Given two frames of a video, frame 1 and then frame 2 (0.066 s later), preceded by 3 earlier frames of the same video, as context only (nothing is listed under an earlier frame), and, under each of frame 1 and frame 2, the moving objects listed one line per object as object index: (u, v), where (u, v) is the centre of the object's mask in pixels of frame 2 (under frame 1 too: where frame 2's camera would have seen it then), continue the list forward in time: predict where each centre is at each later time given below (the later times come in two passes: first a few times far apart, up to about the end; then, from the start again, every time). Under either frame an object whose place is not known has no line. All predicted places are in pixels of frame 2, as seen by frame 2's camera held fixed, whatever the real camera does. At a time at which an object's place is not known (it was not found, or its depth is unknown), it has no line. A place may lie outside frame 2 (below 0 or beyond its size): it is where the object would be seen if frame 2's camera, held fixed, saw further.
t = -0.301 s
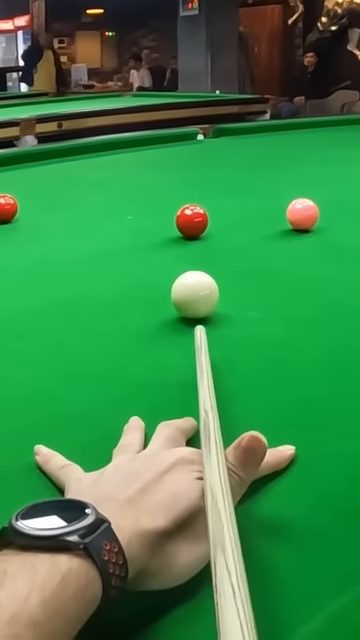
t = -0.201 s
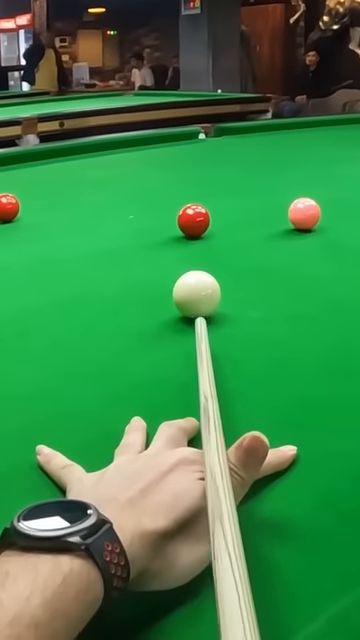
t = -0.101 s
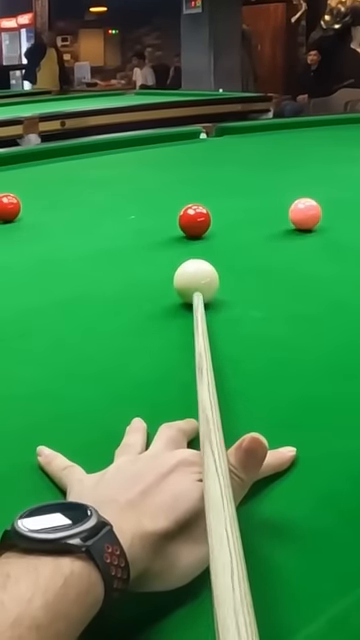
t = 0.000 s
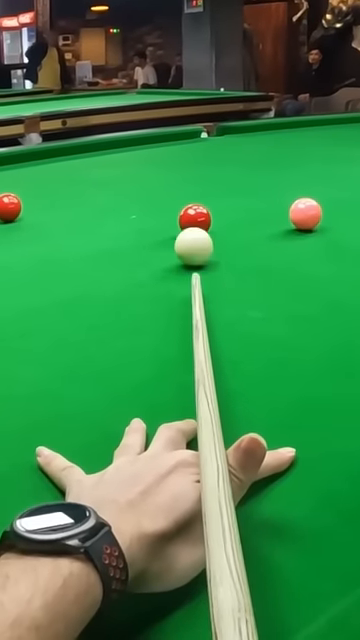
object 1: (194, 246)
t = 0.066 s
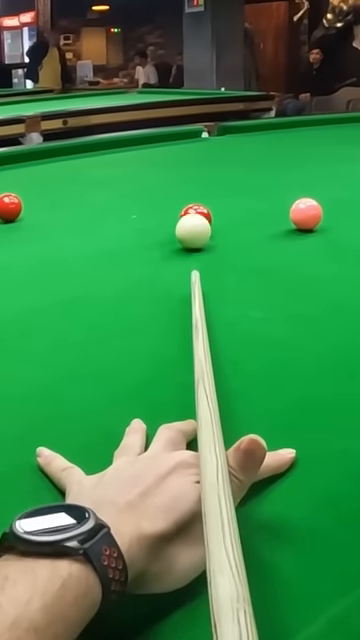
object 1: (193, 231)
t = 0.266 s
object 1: (183, 223)
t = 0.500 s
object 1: (173, 215)
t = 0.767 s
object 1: (164, 207)
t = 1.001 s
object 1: (158, 202)
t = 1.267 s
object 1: (151, 196)
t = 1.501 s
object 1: (146, 193)
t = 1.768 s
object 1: (141, 190)
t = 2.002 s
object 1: (139, 188)
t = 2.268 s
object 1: (136, 186)
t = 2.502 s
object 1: (134, 186)
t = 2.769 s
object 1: (132, 185)
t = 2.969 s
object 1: (130, 185)
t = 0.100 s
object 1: (191, 228)
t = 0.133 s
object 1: (190, 228)
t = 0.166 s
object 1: (188, 227)
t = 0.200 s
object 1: (186, 226)
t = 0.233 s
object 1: (184, 224)
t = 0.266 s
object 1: (183, 223)
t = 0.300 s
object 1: (181, 221)
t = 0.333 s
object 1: (180, 220)
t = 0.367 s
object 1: (178, 219)
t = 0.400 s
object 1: (177, 218)
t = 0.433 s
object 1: (176, 217)
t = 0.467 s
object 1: (174, 216)
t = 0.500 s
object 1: (173, 215)
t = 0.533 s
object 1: (172, 213)
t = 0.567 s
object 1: (171, 213)
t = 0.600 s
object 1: (169, 211)
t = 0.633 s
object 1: (168, 210)
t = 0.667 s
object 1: (167, 209)
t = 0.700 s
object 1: (166, 209)
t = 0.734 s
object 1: (165, 208)
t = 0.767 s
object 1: (164, 207)
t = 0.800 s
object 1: (163, 206)
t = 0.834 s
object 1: (162, 205)
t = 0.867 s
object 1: (161, 204)
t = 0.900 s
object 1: (160, 204)
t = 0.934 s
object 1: (159, 203)
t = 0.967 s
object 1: (158, 202)
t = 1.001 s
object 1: (158, 202)
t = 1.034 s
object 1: (157, 201)
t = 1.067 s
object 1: (156, 200)
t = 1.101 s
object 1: (155, 200)
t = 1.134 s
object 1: (154, 199)
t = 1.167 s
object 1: (154, 199)
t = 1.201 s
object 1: (152, 197)
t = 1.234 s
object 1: (152, 197)
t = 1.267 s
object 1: (151, 196)
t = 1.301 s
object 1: (150, 196)
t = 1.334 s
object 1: (149, 195)
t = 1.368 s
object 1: (149, 195)
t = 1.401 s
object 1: (148, 194)
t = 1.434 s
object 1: (147, 194)
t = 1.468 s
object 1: (147, 193)
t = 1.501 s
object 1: (146, 193)
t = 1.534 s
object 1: (145, 192)
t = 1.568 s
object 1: (145, 192)
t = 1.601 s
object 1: (144, 192)
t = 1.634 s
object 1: (143, 191)
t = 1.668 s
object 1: (143, 191)
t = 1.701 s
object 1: (142, 191)
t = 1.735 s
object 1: (142, 190)
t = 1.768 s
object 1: (141, 190)
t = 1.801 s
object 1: (141, 190)
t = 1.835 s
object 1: (141, 189)
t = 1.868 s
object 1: (140, 189)
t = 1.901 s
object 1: (140, 189)
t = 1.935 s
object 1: (139, 188)
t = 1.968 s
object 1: (139, 188)
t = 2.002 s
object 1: (139, 188)
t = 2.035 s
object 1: (138, 188)
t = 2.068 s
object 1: (138, 188)
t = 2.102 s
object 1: (138, 187)
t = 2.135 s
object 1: (137, 187)
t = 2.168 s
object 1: (137, 187)
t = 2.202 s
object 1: (137, 187)
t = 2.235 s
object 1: (137, 186)
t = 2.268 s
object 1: (136, 186)
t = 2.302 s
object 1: (136, 186)
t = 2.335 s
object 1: (136, 186)
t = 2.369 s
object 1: (136, 186)
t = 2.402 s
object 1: (135, 186)
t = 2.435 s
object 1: (135, 186)
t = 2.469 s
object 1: (135, 186)
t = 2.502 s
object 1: (134, 186)
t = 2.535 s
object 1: (134, 185)
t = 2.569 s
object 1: (134, 185)
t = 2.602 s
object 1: (133, 185)
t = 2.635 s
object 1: (133, 185)
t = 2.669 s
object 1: (133, 185)
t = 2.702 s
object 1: (132, 185)
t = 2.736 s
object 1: (132, 185)
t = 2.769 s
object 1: (132, 185)
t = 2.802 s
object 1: (132, 185)
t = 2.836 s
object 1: (132, 185)
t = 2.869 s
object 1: (131, 185)
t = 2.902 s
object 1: (131, 185)
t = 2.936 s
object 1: (131, 185)
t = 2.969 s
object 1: (130, 185)
